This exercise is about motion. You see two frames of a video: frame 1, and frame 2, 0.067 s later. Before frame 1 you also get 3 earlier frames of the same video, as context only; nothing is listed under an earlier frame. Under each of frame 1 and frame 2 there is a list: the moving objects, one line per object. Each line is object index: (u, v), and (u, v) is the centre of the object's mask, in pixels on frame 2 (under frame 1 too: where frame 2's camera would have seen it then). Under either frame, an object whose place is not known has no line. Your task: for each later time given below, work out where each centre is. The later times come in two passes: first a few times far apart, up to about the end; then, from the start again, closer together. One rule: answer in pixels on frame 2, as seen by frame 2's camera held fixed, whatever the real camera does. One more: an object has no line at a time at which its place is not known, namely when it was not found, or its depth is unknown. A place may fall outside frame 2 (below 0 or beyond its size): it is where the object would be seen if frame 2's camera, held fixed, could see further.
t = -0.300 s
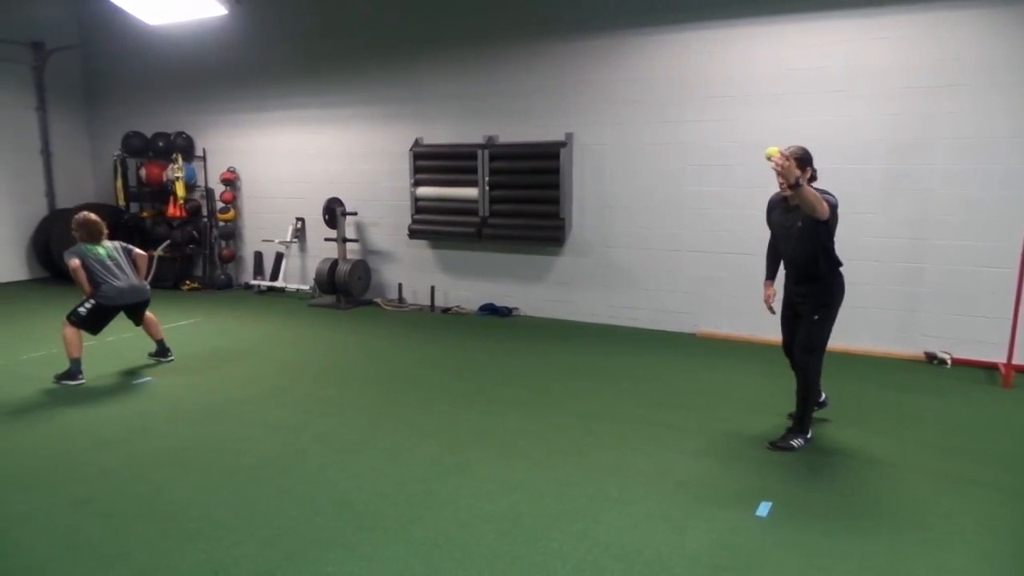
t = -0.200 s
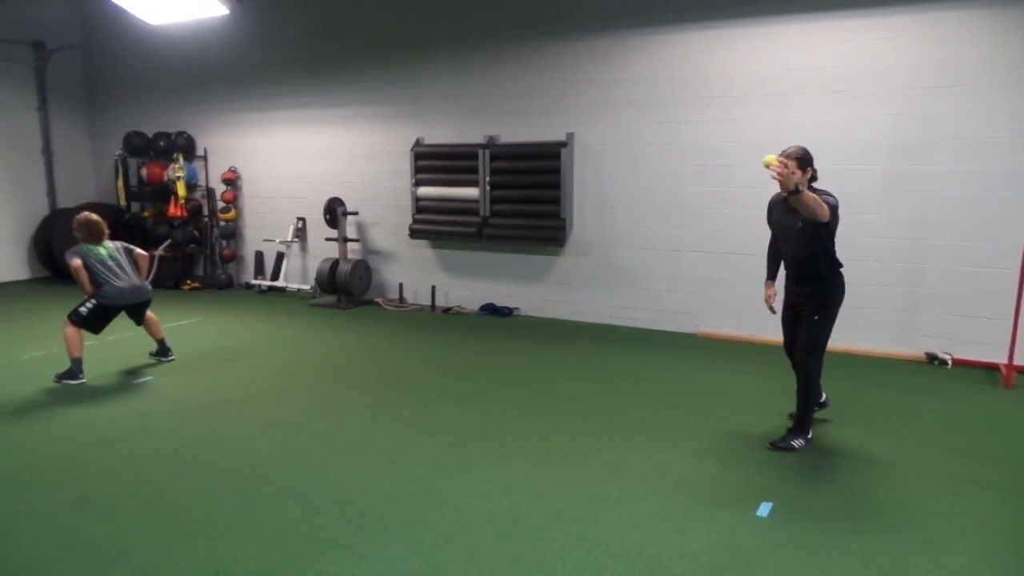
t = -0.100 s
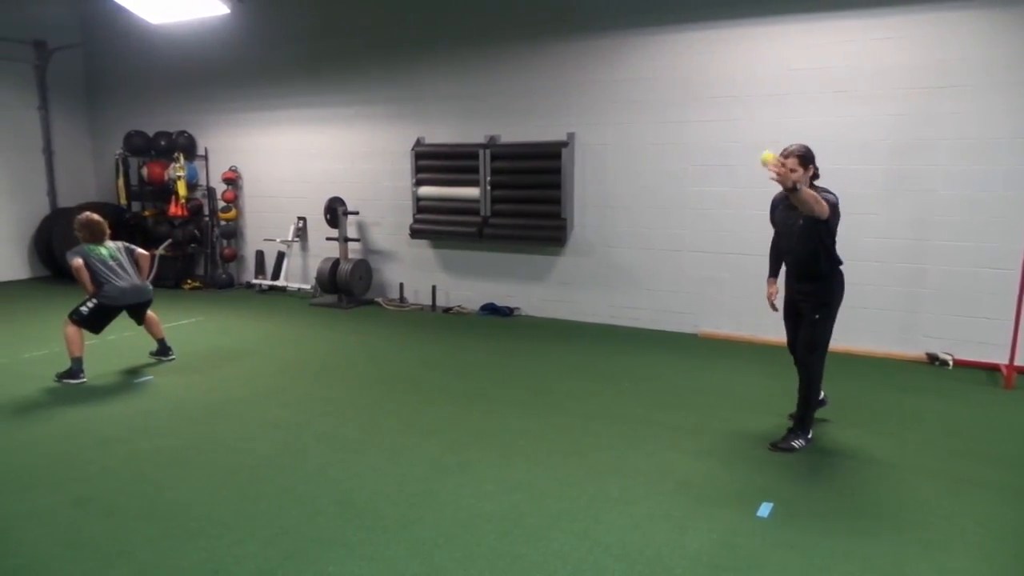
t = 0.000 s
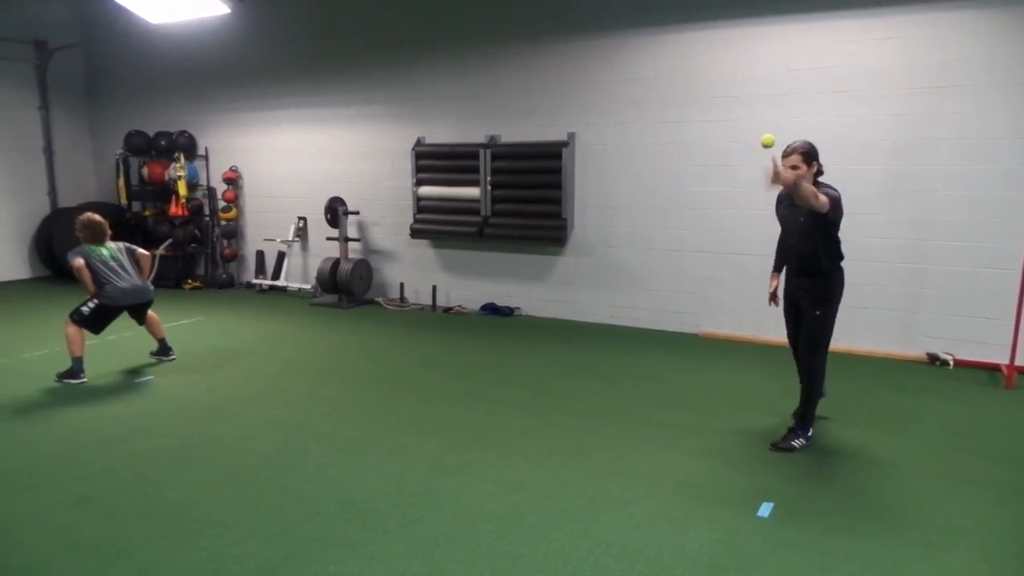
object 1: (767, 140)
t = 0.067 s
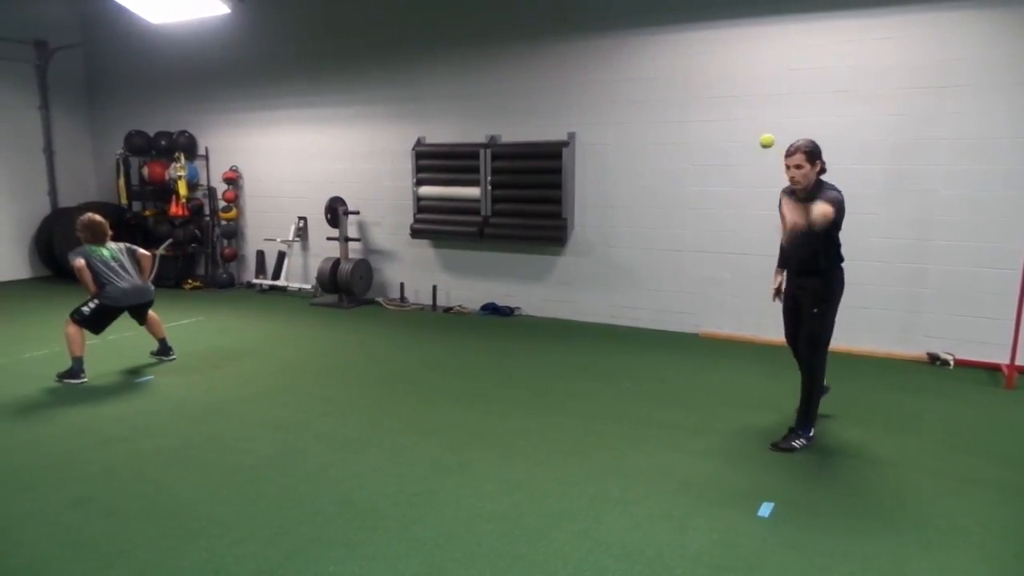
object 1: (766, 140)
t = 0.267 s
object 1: (760, 199)
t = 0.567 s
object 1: (741, 454)
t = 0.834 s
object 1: (741, 380)
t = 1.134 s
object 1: (738, 354)
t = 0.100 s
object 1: (766, 144)
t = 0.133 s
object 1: (765, 150)
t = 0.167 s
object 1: (764, 159)
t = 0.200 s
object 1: (763, 169)
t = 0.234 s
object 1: (762, 183)
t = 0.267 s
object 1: (760, 199)
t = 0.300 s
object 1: (759, 217)
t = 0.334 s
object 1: (758, 238)
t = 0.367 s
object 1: (755, 262)
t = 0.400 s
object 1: (754, 288)
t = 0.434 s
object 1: (752, 317)
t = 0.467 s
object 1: (749, 349)
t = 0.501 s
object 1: (747, 381)
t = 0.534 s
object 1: (744, 416)
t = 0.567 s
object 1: (741, 454)
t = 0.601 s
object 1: (738, 492)
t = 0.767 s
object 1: (741, 409)
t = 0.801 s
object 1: (741, 395)
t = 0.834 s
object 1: (741, 380)
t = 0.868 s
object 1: (742, 368)
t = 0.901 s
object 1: (742, 359)
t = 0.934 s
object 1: (742, 351)
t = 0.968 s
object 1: (741, 346)
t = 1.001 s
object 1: (741, 343)
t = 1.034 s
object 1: (740, 342)
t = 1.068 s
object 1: (739, 344)
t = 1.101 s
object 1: (739, 347)
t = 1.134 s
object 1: (738, 354)
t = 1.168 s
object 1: (736, 363)
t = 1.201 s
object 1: (735, 374)
